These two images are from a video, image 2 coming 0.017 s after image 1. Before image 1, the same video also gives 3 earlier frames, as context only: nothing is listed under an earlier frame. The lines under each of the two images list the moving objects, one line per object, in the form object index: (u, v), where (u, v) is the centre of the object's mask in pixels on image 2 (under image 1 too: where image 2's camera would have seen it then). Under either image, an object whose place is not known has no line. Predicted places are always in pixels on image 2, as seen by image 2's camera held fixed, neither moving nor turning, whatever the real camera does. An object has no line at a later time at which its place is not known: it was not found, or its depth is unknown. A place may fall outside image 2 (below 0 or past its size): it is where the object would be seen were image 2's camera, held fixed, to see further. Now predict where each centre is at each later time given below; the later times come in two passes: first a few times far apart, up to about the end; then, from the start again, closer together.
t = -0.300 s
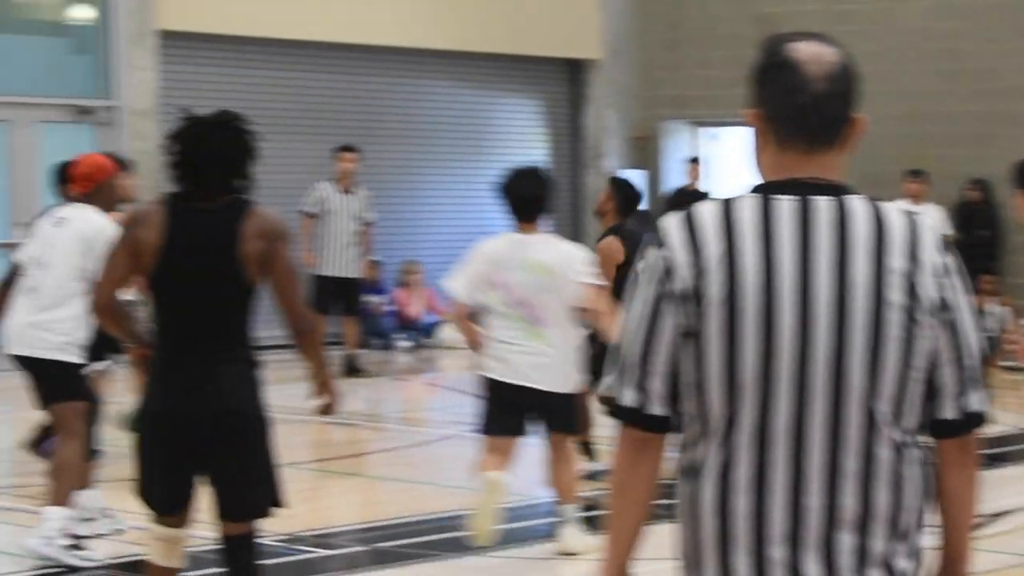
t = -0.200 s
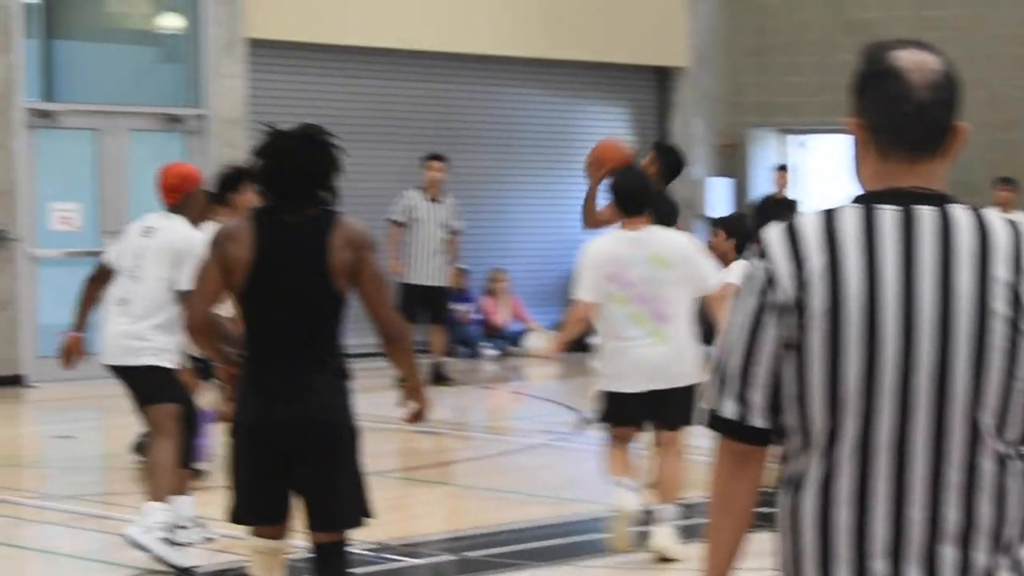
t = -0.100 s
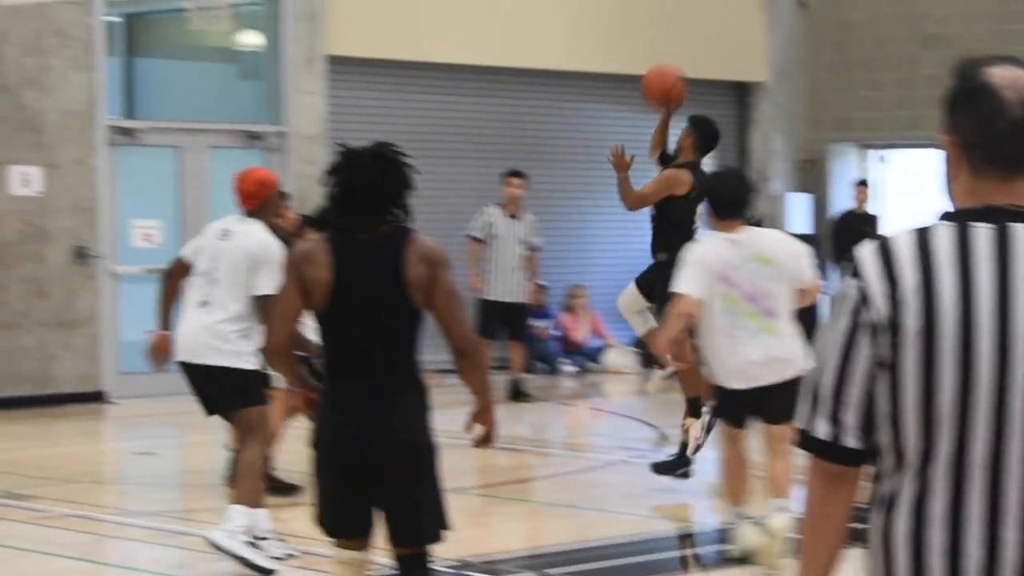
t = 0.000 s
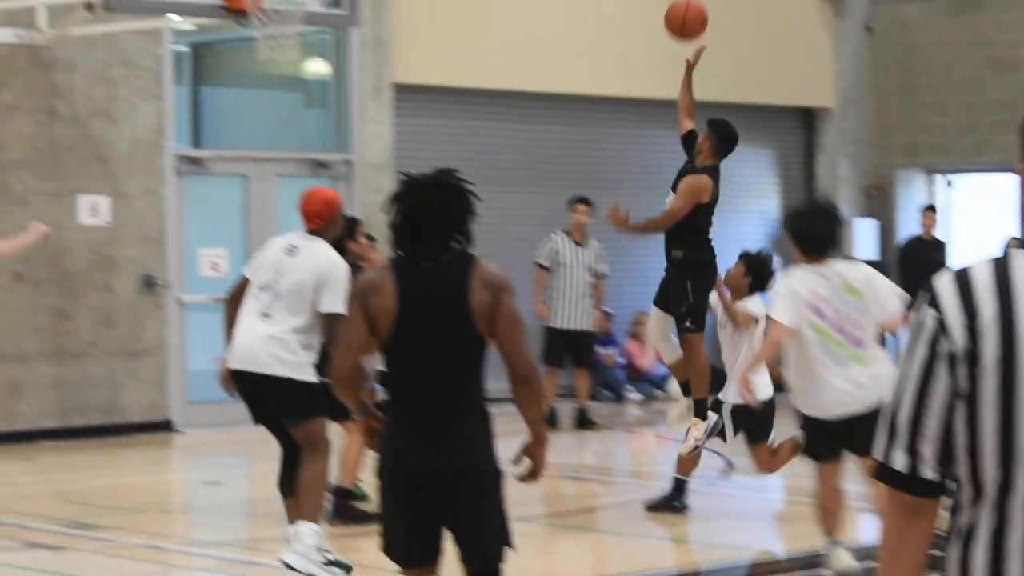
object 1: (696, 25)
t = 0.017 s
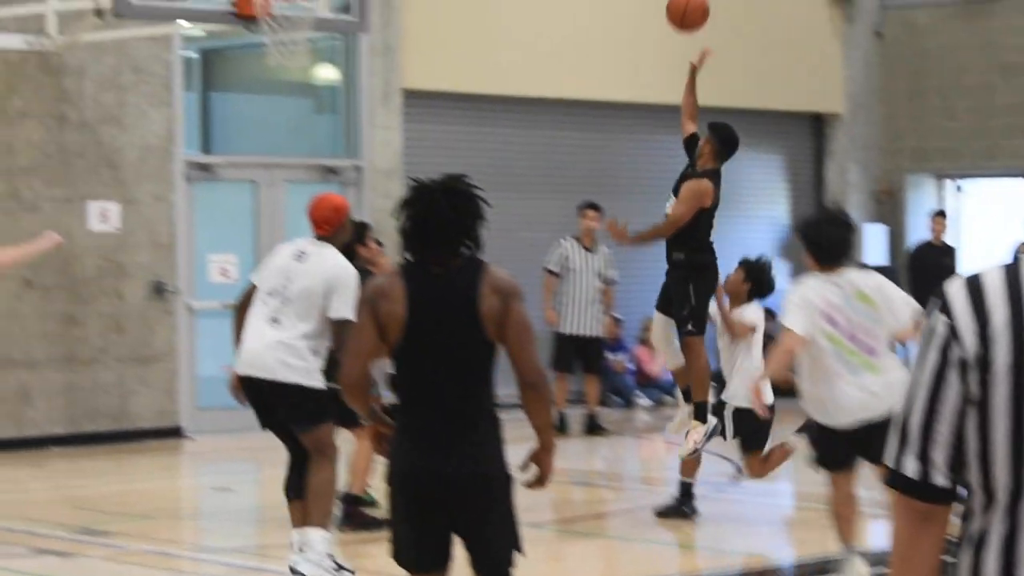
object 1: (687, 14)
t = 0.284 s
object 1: (569, -129)
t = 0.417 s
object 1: (513, -170)
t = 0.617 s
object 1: (433, -153)
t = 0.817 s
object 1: (355, -69)
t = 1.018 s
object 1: (309, -56)
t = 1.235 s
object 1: (295, -59)
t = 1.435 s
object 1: (315, -30)
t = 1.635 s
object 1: (316, -29)
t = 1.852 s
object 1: (290, -28)
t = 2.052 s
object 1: (276, -14)
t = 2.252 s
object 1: (282, 34)
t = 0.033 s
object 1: (679, 4)
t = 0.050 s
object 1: (672, -6)
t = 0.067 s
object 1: (664, -15)
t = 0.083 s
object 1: (656, -24)
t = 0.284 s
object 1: (569, -129)
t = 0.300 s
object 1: (562, -136)
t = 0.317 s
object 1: (555, -143)
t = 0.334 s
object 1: (548, -150)
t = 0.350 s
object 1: (541, -156)
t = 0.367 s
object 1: (534, -160)
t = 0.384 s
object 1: (527, -163)
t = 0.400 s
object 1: (520, -166)
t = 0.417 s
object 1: (513, -170)
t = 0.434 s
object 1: (506, -173)
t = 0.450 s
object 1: (499, -175)
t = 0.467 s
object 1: (492, -174)
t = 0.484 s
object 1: (486, -174)
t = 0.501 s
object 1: (479, -172)
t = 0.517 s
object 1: (473, -170)
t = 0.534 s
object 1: (466, -169)
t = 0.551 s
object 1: (459, -167)
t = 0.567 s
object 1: (453, -164)
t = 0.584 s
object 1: (446, -161)
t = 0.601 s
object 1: (440, -157)
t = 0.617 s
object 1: (433, -153)
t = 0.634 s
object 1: (426, -148)
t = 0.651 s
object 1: (420, -144)
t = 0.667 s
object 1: (413, -138)
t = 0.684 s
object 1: (407, -133)
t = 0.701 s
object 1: (401, -125)
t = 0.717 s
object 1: (394, -117)
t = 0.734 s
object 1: (388, -111)
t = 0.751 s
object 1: (380, -104)
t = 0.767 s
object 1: (375, -97)
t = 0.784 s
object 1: (367, -88)
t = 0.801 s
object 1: (361, -79)
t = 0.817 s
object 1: (355, -69)
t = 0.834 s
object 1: (349, -60)
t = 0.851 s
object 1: (342, -49)
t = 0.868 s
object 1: (336, -39)
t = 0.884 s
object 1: (330, -29)
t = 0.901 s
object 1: (327, -29)
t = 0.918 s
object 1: (325, -34)
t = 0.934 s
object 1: (322, -39)
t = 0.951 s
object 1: (320, -43)
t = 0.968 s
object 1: (317, -47)
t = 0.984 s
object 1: (315, -50)
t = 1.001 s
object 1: (312, -53)
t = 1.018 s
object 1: (309, -56)
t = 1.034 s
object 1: (307, -58)
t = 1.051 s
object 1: (305, -59)
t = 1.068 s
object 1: (302, -61)
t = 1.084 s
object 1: (300, -61)
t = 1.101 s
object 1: (297, -62)
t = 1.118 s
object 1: (295, -61)
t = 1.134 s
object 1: (292, -60)
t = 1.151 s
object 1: (290, -60)
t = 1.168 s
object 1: (288, -59)
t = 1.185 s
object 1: (289, -59)
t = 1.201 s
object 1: (291, -60)
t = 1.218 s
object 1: (293, -60)
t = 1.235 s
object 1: (295, -59)
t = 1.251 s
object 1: (296, -58)
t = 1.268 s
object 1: (299, -57)
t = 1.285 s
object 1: (300, -56)
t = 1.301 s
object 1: (302, -53)
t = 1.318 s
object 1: (304, -51)
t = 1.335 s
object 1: (306, -48)
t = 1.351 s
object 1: (308, -44)
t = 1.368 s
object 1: (310, -40)
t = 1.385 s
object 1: (312, -35)
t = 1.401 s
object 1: (314, -31)
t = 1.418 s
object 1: (315, -29)
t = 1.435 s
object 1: (315, -30)
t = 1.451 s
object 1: (315, -33)
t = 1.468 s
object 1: (315, -34)
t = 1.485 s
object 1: (315, -35)
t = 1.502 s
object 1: (316, -36)
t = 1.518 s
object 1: (316, -37)
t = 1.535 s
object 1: (316, -37)
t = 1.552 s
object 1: (316, -36)
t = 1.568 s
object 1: (316, -35)
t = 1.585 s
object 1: (316, -34)
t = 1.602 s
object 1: (316, -33)
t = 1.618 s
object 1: (316, -31)
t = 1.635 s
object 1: (316, -29)
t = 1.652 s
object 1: (315, -30)
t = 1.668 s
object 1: (313, -30)
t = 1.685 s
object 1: (311, -31)
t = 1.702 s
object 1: (310, -31)
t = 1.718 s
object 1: (308, -30)
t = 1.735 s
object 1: (306, -29)
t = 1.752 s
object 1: (304, -29)
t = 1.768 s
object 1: (302, -28)
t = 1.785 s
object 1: (300, -29)
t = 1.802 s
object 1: (298, -29)
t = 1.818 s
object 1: (295, -29)
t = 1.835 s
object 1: (292, -29)
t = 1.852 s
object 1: (290, -28)
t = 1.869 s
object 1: (287, -27)
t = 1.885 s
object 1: (285, -26)
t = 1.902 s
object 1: (283, -26)
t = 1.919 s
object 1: (281, -26)
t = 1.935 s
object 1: (279, -26)
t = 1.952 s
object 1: (277, -25)
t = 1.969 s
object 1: (275, -24)
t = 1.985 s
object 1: (274, -23)
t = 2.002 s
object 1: (273, -22)
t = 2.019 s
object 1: (272, -22)
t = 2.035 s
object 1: (272, -21)
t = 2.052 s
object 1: (276, -14)
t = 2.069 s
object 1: (277, -7)
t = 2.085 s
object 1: (278, -8)
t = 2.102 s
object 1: (280, 5)
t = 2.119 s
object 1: (281, 7)
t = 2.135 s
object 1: (281, 8)
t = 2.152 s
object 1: (281, 10)
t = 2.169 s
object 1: (277, 12)
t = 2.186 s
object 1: (278, 15)
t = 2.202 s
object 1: (281, 21)
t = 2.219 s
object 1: (278, 24)
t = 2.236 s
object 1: (282, 32)
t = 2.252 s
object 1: (282, 34)
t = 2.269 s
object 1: (284, 37)
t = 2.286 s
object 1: (284, 40)
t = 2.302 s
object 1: (288, 44)
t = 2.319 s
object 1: (290, 47)
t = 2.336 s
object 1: (292, 51)
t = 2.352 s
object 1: (294, 55)
